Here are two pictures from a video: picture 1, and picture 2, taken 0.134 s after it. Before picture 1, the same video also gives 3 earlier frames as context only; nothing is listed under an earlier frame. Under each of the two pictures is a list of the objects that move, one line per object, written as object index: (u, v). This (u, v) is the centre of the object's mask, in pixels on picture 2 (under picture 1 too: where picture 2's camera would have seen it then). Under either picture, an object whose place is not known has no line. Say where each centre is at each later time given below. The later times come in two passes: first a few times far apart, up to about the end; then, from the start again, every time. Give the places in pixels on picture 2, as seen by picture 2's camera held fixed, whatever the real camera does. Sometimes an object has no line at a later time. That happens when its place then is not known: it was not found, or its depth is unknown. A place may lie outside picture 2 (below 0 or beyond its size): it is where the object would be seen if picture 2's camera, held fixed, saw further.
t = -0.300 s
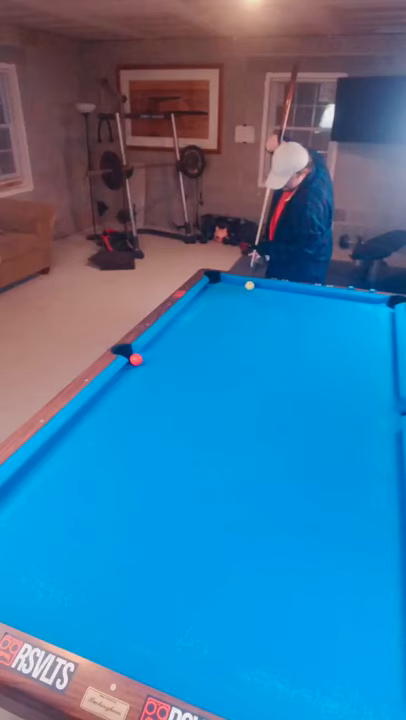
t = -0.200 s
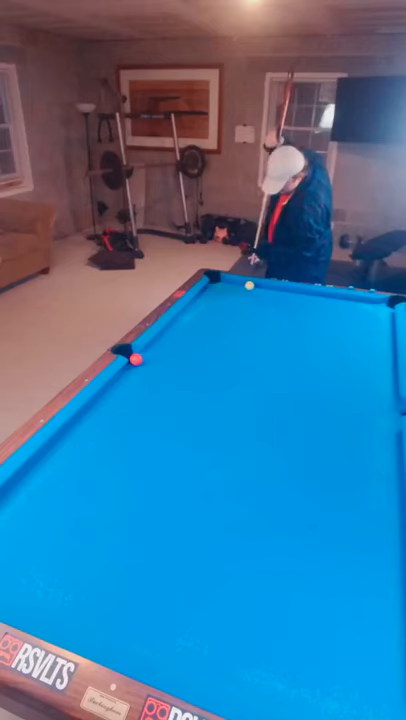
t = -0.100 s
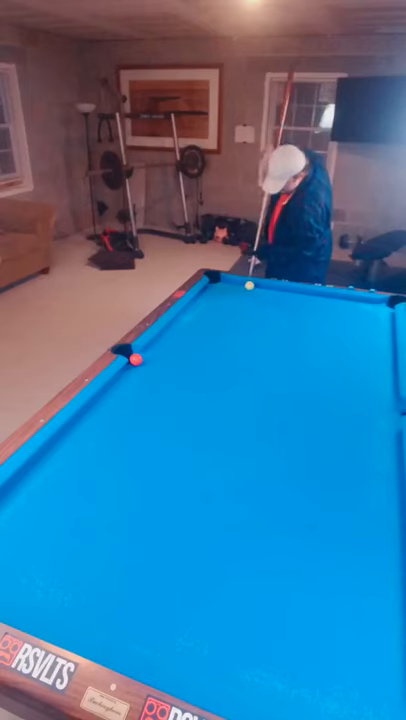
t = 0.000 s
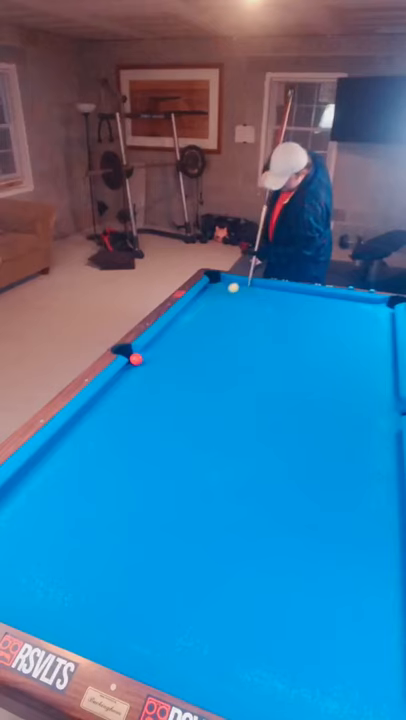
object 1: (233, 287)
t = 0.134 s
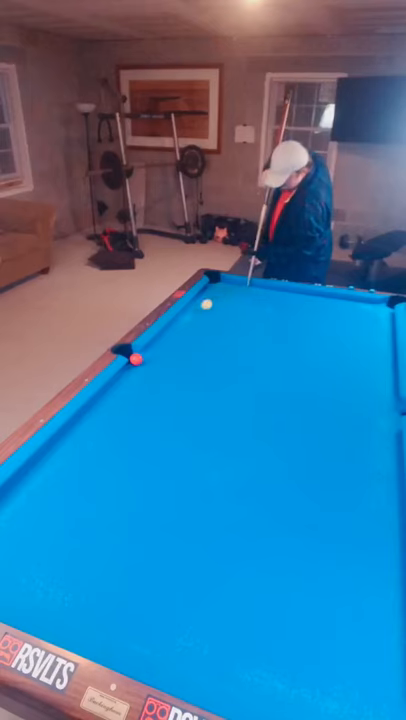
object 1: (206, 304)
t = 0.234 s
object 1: (183, 315)
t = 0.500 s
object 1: (176, 348)
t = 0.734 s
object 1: (166, 373)
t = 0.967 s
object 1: (148, 389)
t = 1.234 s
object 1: (119, 393)
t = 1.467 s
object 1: (120, 389)
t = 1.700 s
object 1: (135, 379)
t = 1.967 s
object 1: (145, 364)
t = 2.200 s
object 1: (159, 354)
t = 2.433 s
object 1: (171, 346)
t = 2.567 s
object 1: (177, 342)
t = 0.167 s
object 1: (199, 309)
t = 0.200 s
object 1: (191, 311)
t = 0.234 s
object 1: (183, 315)
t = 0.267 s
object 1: (178, 319)
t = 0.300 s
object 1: (178, 323)
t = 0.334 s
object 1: (178, 327)
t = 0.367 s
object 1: (178, 331)
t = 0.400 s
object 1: (178, 336)
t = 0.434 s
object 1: (177, 340)
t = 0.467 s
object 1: (177, 344)
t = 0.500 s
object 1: (176, 348)
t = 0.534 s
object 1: (175, 352)
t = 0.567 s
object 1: (174, 355)
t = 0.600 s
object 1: (173, 359)
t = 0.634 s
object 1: (172, 363)
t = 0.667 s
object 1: (170, 366)
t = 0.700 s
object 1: (169, 369)
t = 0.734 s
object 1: (166, 373)
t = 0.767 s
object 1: (165, 375)
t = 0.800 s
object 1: (162, 378)
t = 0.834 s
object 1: (160, 381)
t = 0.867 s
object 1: (157, 383)
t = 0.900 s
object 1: (155, 385)
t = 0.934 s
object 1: (152, 387)
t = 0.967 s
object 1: (148, 389)
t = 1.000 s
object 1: (145, 390)
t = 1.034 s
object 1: (142, 391)
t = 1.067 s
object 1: (138, 393)
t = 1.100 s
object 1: (135, 393)
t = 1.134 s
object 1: (131, 394)
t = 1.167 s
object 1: (127, 394)
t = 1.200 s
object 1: (123, 394)
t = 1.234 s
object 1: (119, 393)
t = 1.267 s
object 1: (115, 393)
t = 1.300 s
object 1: (111, 392)
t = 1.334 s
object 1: (107, 390)
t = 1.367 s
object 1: (109, 390)
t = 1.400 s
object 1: (113, 390)
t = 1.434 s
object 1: (116, 390)
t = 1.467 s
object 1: (120, 389)
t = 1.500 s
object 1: (123, 388)
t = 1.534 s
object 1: (125, 387)
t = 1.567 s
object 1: (128, 386)
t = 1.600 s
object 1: (130, 384)
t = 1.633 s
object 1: (132, 383)
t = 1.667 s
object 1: (134, 381)
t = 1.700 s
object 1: (135, 379)
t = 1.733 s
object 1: (136, 377)
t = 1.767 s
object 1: (138, 375)
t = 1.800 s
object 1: (139, 373)
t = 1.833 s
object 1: (140, 371)
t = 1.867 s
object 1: (141, 369)
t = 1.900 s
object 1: (142, 367)
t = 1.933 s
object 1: (144, 365)
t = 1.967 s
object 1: (145, 364)
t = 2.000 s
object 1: (147, 362)
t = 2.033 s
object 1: (149, 361)
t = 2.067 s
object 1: (151, 359)
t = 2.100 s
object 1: (153, 358)
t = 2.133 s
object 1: (155, 357)
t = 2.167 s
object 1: (157, 356)
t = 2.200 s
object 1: (159, 354)
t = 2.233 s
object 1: (161, 353)
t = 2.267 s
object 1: (163, 352)
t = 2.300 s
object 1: (164, 351)
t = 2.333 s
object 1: (166, 350)
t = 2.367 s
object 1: (168, 349)
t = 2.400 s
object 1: (169, 347)
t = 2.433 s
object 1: (171, 346)
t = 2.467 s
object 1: (173, 345)
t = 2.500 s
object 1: (174, 344)
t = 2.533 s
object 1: (176, 343)
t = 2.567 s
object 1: (177, 342)
